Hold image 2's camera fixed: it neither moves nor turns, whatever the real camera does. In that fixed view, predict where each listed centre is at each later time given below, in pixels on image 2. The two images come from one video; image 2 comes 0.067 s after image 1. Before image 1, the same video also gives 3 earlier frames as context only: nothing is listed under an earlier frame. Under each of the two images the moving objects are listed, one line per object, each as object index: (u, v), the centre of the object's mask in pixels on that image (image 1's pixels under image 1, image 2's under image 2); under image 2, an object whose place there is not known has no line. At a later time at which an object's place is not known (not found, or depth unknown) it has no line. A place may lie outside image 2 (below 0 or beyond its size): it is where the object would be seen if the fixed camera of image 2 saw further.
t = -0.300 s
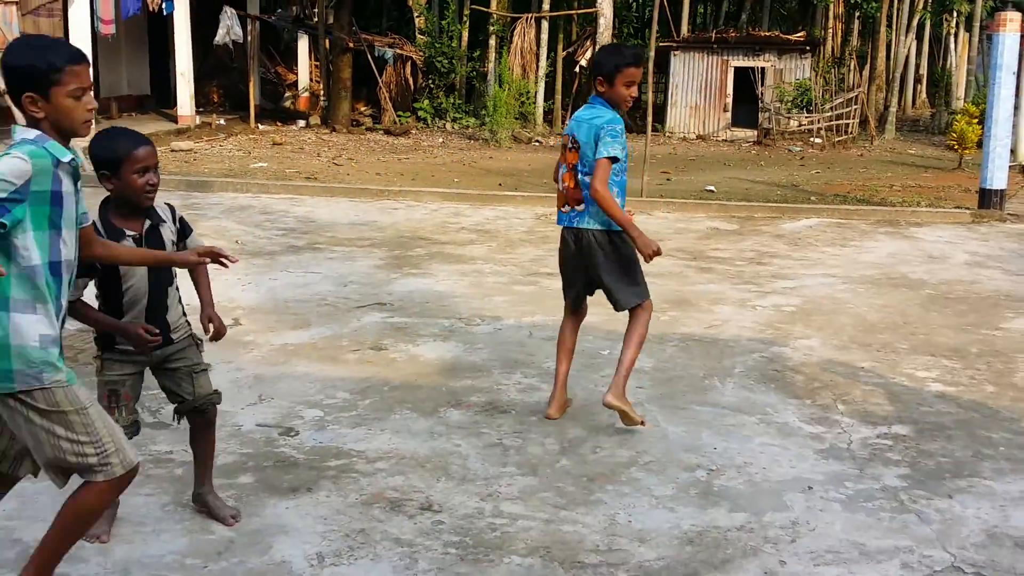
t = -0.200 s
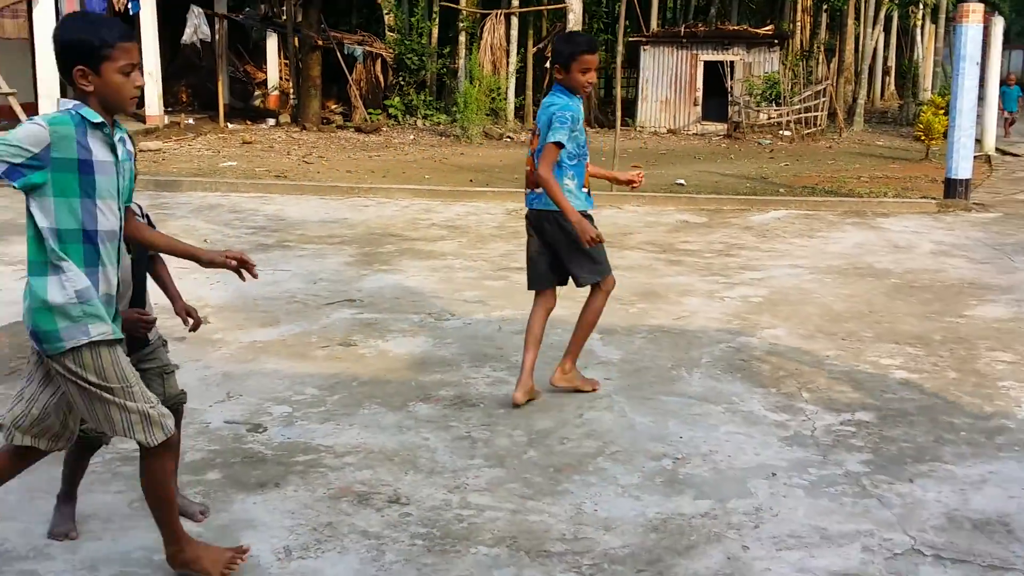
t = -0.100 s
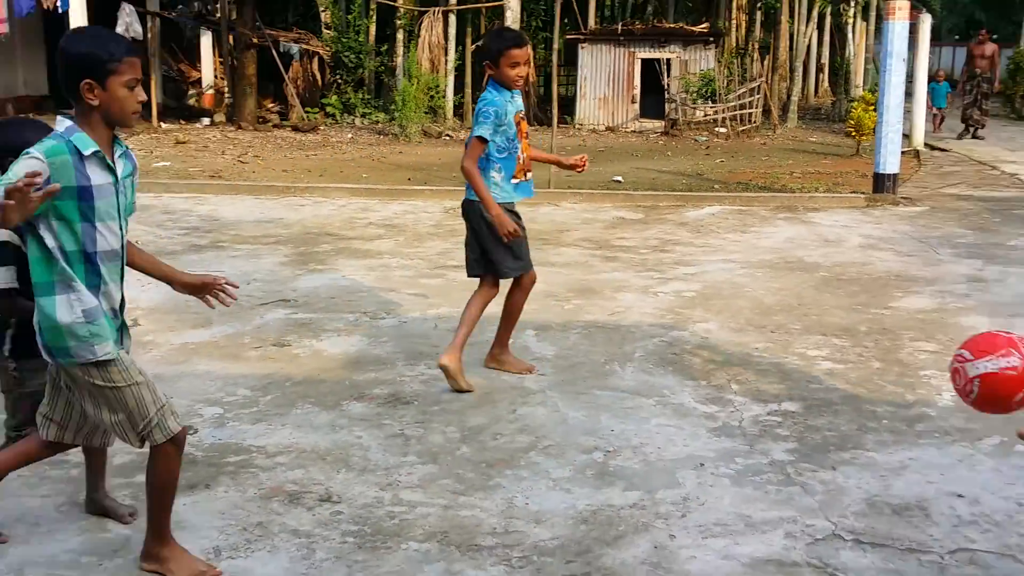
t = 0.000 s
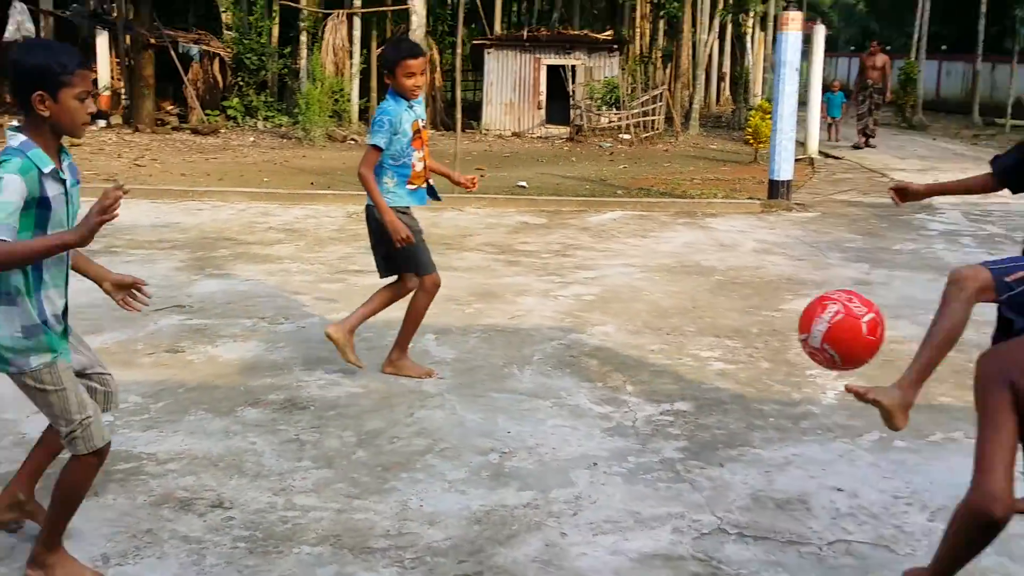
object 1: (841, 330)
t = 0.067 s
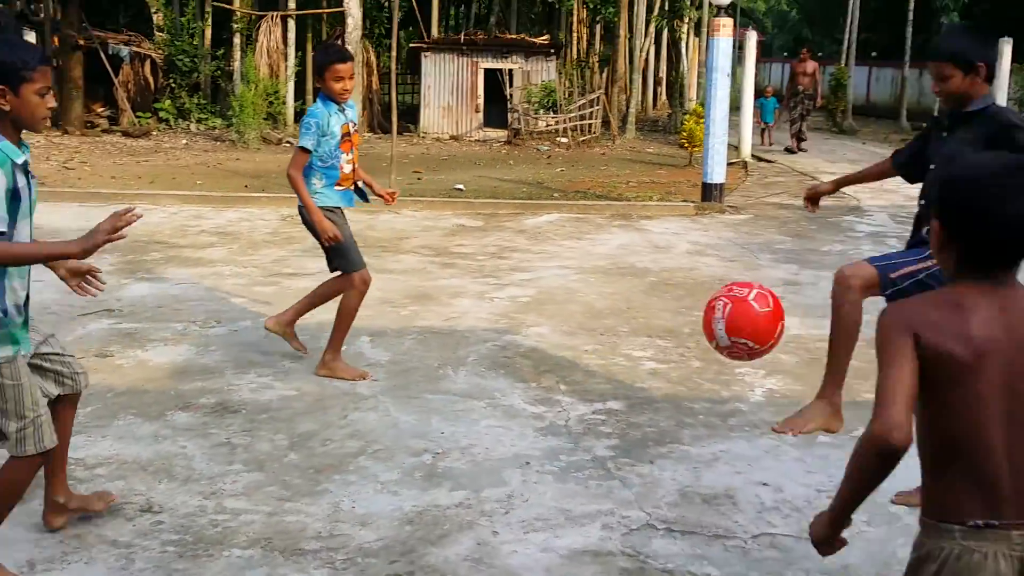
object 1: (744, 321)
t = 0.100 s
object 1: (733, 322)
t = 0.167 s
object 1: (713, 338)
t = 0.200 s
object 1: (703, 351)
